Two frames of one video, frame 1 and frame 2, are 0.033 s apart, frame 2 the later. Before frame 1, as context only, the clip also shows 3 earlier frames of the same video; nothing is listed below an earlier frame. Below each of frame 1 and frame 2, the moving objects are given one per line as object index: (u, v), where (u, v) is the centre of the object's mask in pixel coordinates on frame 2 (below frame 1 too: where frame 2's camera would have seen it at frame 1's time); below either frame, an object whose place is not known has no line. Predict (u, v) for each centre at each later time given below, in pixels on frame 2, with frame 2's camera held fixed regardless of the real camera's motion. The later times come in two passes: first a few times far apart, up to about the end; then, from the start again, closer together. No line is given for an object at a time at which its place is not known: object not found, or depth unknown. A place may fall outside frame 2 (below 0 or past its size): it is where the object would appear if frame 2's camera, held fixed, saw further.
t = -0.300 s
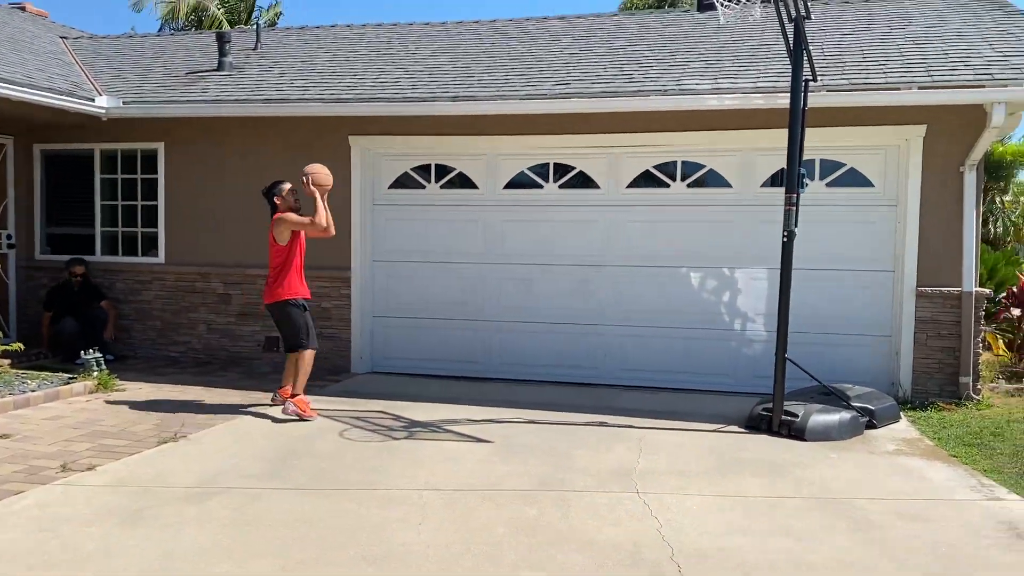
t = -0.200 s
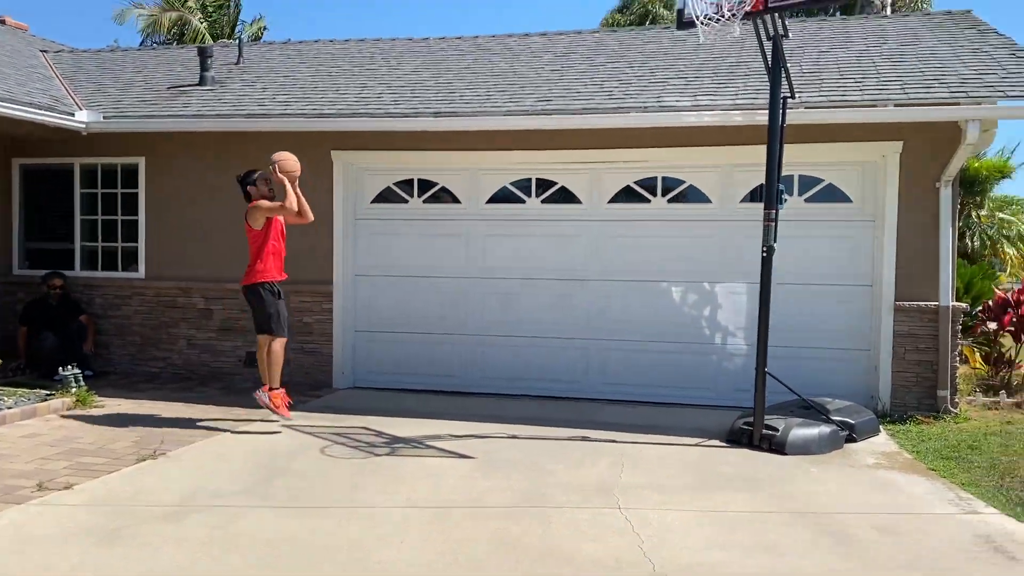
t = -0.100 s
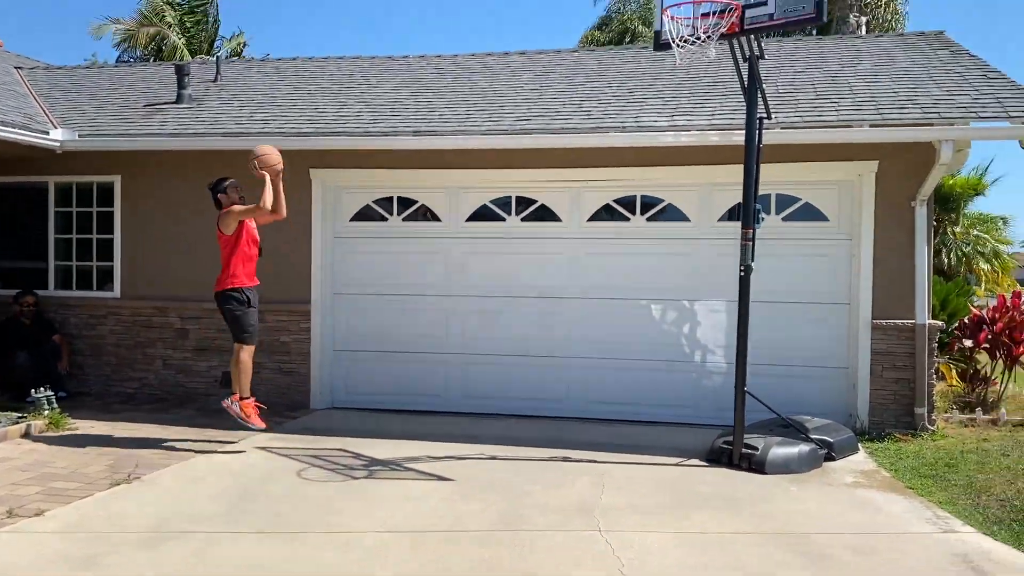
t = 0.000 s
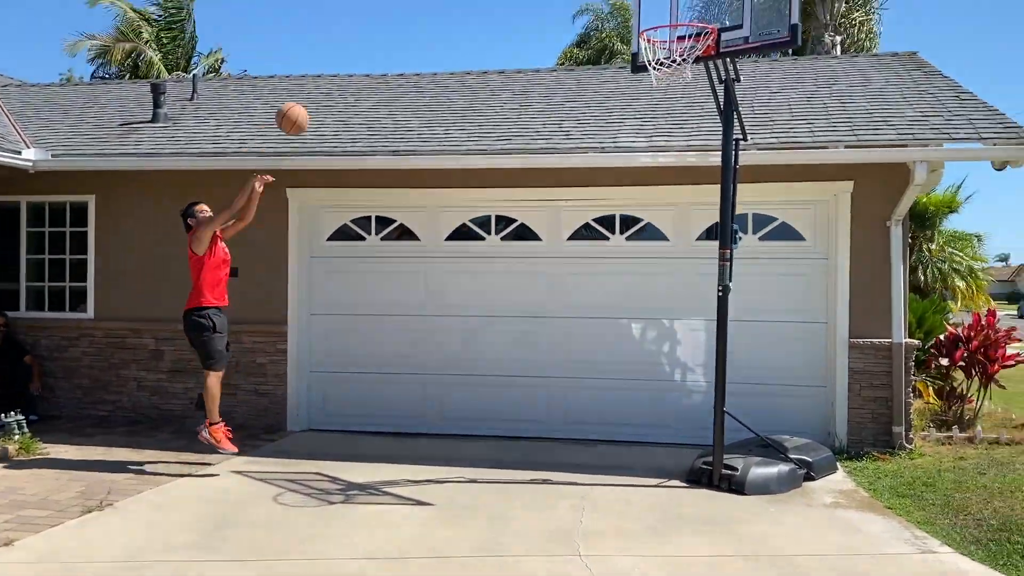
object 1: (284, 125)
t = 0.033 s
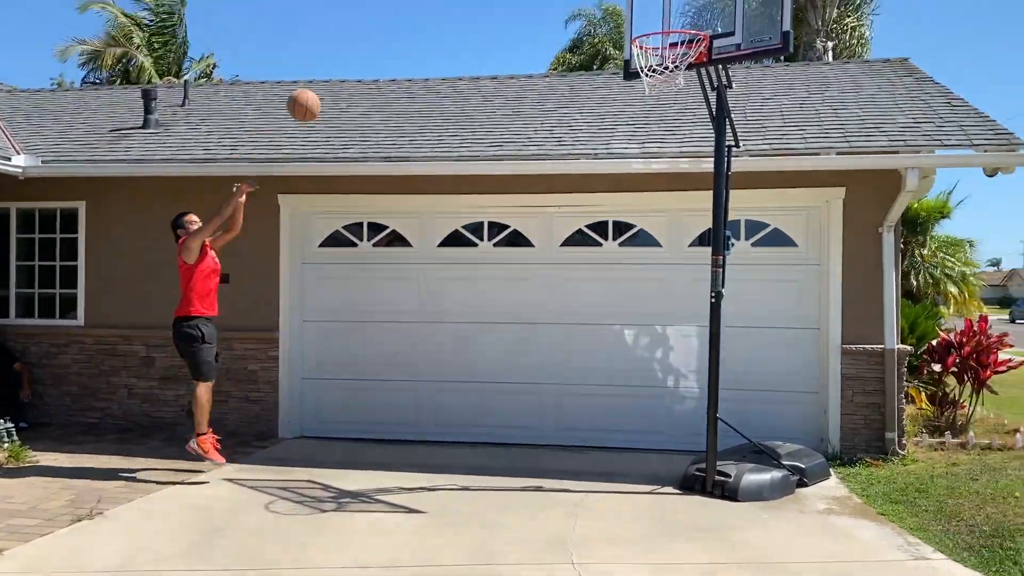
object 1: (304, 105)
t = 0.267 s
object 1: (445, 9)
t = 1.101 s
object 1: (632, 176)
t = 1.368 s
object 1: (598, 377)
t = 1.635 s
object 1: (572, 353)
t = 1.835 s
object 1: (557, 261)
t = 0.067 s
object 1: (324, 87)
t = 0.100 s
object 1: (344, 70)
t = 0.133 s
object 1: (364, 55)
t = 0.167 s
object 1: (384, 41)
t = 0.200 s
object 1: (404, 29)
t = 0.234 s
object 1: (425, 18)
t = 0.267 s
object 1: (445, 9)
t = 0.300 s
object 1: (466, 0)
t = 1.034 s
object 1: (641, 137)
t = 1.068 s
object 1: (636, 157)
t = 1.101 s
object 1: (632, 176)
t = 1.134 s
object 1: (628, 197)
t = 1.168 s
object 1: (623, 219)
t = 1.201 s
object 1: (618, 243)
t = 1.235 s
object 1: (614, 267)
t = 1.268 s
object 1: (610, 293)
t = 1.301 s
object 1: (606, 319)
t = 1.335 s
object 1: (602, 348)
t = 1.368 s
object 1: (598, 377)
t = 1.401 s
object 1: (595, 407)
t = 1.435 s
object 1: (591, 438)
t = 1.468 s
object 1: (587, 470)
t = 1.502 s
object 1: (584, 447)
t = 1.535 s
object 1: (581, 420)
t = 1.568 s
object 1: (578, 396)
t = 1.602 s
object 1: (575, 373)
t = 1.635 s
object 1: (572, 353)
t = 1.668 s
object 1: (570, 333)
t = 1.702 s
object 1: (567, 315)
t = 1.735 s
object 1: (564, 299)
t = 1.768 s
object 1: (562, 285)
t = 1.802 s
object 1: (559, 273)
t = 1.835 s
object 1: (557, 261)
